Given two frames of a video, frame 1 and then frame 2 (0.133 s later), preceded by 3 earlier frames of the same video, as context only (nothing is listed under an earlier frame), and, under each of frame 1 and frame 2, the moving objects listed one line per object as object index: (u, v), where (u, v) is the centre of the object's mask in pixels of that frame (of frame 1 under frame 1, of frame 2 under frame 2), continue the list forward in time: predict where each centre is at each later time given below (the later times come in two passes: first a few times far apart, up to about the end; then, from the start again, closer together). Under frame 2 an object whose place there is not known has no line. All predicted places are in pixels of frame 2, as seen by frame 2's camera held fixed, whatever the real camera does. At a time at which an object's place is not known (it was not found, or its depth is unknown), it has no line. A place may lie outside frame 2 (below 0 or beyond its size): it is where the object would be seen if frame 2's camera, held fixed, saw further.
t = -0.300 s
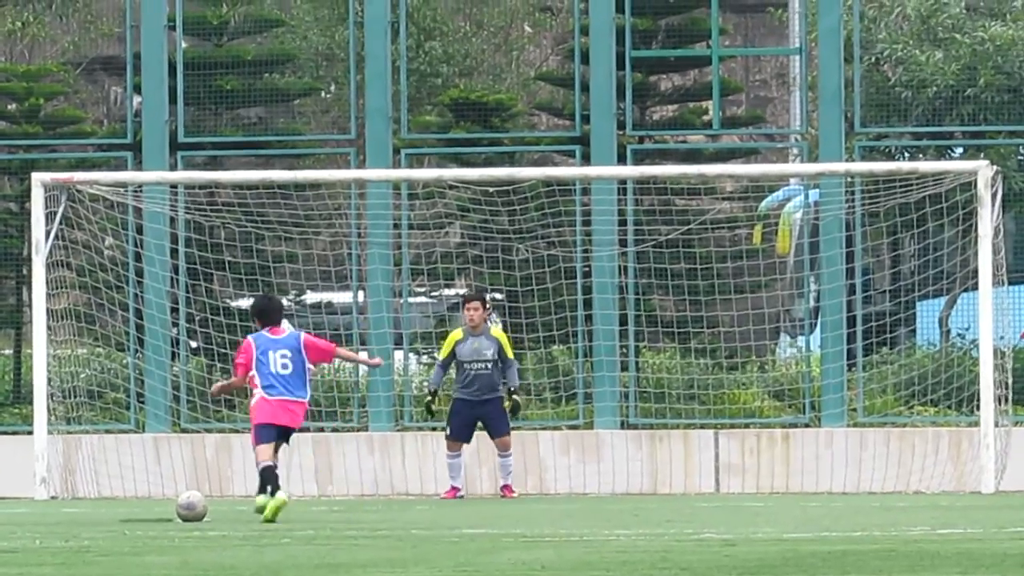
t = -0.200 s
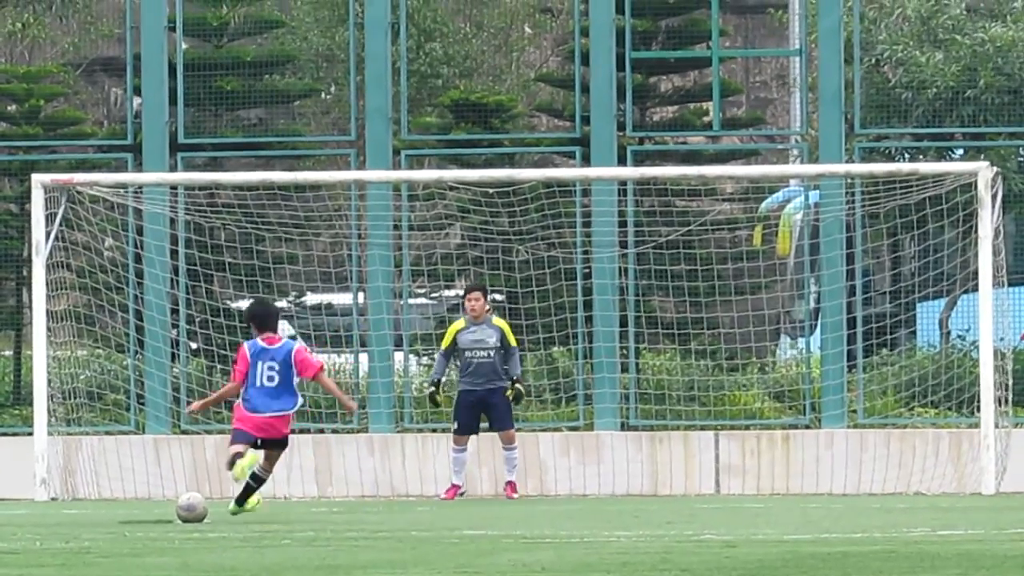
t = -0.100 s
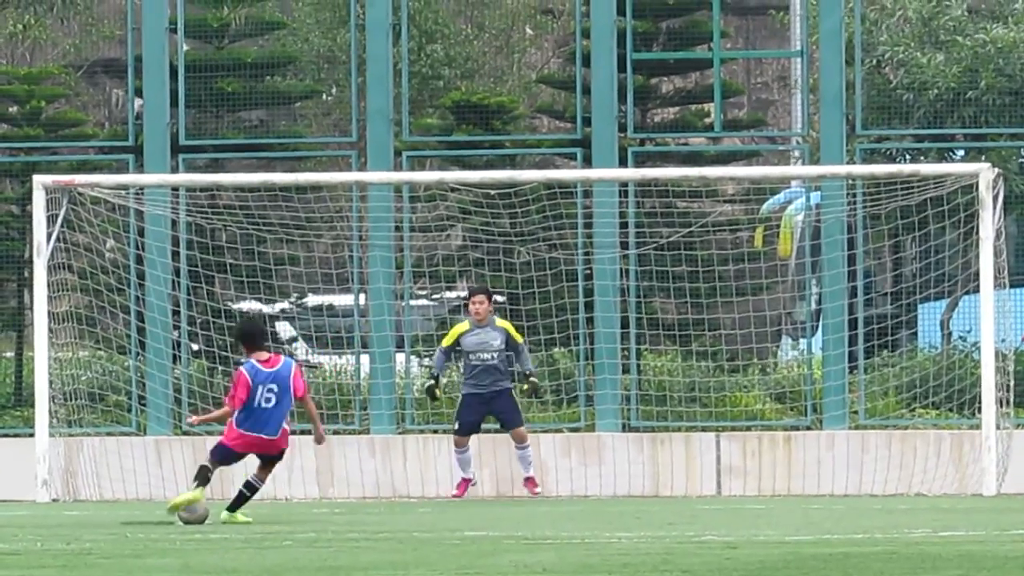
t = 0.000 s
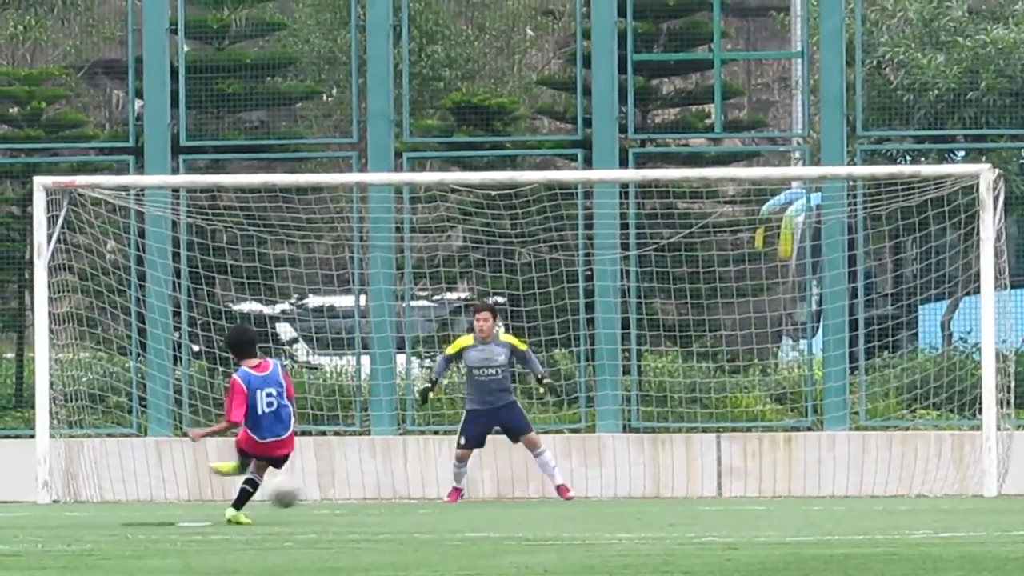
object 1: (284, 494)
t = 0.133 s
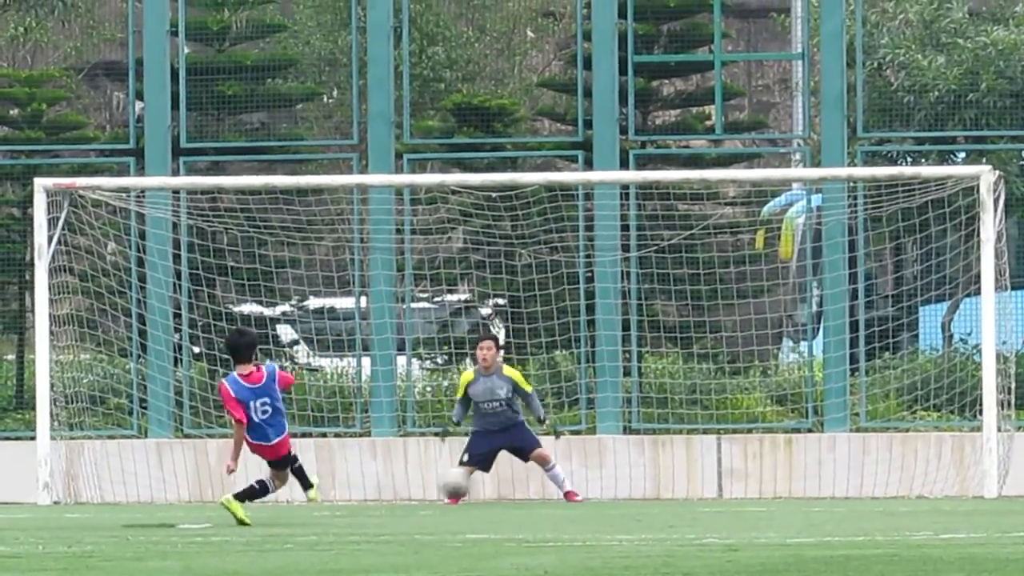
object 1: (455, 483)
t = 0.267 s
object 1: (610, 489)
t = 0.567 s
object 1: (887, 478)
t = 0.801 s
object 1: (1014, 447)
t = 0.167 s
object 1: (495, 486)
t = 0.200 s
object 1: (536, 491)
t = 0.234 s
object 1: (574, 498)
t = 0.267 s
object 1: (610, 489)
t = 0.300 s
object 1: (643, 481)
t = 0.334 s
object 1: (675, 478)
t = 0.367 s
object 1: (708, 475)
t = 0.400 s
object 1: (740, 474)
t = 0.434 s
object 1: (772, 476)
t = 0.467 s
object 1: (803, 480)
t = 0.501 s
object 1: (835, 485)
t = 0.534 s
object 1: (863, 486)
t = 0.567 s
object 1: (887, 478)
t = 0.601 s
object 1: (912, 473)
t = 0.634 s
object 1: (937, 469)
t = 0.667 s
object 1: (961, 467)
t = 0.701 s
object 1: (977, 469)
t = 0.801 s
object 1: (1014, 447)
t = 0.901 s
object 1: (975, 396)
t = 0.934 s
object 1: (968, 386)
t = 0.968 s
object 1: (958, 375)
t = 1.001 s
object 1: (943, 364)
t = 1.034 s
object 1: (934, 359)
